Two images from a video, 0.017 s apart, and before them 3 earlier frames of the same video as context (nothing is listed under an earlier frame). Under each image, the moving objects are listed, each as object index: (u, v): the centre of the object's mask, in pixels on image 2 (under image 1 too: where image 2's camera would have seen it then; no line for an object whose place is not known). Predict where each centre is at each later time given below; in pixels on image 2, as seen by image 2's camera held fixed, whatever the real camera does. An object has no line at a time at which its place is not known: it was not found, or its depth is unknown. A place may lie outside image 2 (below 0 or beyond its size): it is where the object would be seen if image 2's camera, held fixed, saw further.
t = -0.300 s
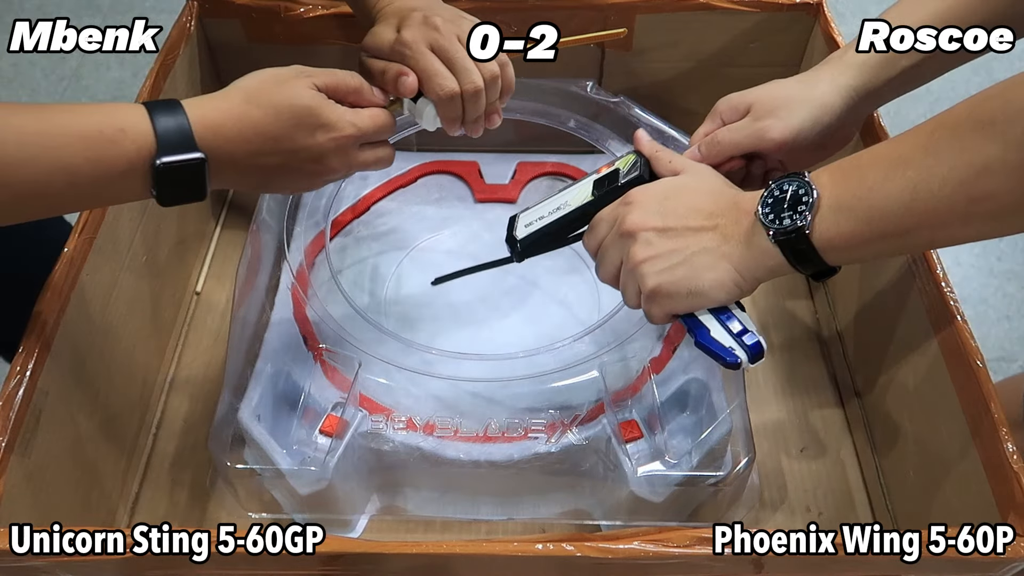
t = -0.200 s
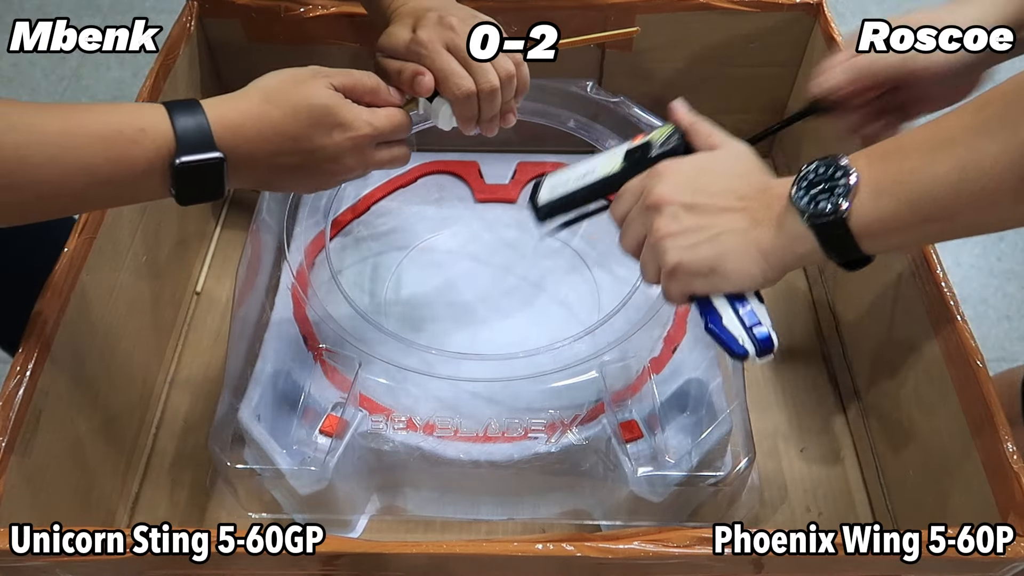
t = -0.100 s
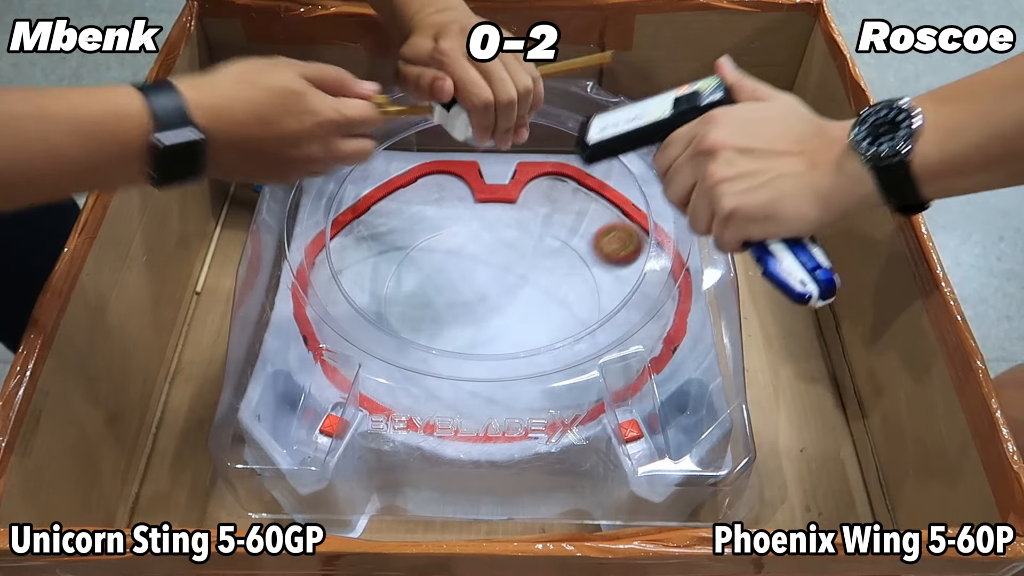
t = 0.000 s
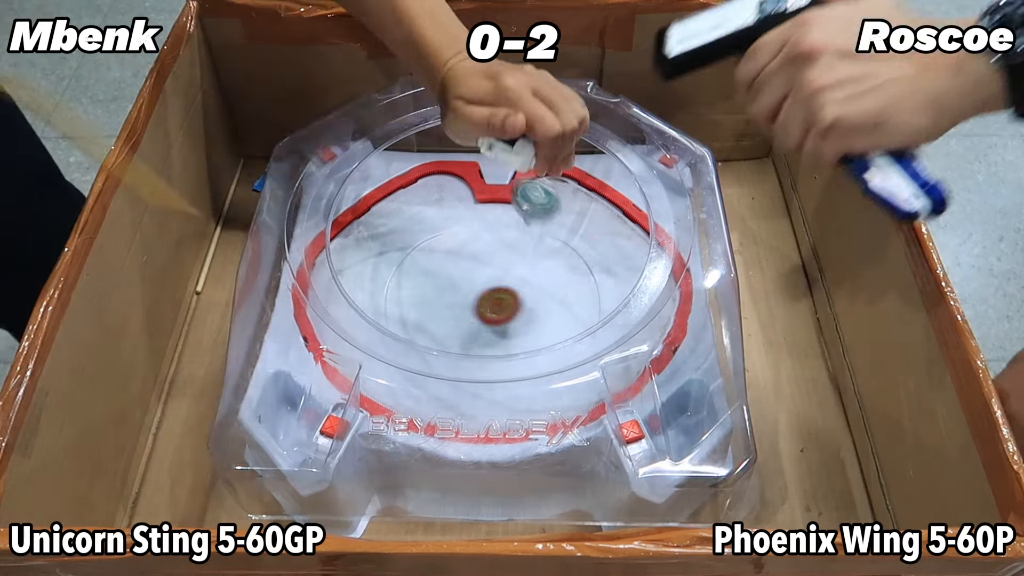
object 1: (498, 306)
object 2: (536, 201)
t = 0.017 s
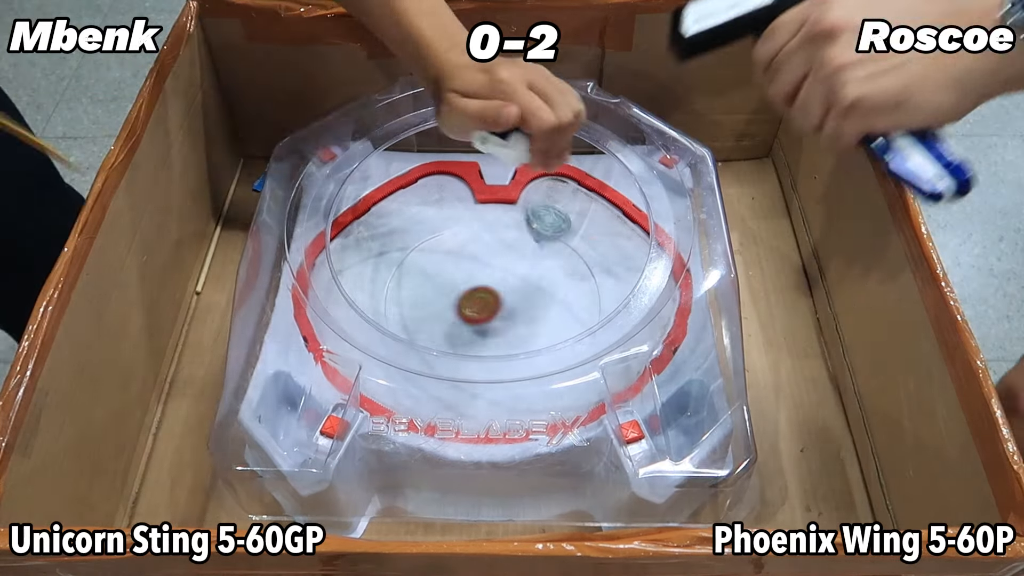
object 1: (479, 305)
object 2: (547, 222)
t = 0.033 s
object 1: (460, 304)
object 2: (559, 244)
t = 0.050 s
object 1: (442, 302)
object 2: (569, 269)
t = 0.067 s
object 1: (425, 299)
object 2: (572, 257)
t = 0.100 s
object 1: (393, 287)
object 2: (579, 241)
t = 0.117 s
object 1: (377, 284)
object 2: (582, 235)
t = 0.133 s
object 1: (363, 283)
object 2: (585, 233)
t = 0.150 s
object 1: (346, 284)
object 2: (588, 232)
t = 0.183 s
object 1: (318, 279)
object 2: (592, 235)
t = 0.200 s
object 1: (304, 281)
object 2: (595, 240)
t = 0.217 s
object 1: (316, 287)
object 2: (597, 247)
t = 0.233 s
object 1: (331, 300)
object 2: (598, 256)
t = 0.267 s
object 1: (366, 335)
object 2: (602, 281)
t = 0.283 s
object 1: (385, 357)
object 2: (600, 280)
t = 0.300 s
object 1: (406, 381)
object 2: (595, 272)
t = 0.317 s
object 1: (429, 409)
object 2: (592, 269)
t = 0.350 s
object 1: (475, 425)
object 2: (583, 267)
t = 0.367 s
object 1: (501, 427)
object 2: (578, 270)
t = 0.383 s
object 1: (527, 414)
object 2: (574, 274)
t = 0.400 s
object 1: (556, 407)
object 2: (570, 279)
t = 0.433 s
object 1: (599, 379)
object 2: (558, 287)
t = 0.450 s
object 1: (614, 359)
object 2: (550, 284)
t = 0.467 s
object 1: (625, 340)
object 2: (543, 283)
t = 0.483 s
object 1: (640, 326)
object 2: (536, 286)
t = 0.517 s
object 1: (668, 306)
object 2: (520, 290)
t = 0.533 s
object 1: (677, 289)
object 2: (512, 288)
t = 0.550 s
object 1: (681, 271)
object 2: (505, 286)
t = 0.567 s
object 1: (683, 252)
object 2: (496, 287)
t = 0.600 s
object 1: (676, 212)
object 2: (481, 285)
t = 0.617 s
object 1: (674, 196)
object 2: (473, 284)
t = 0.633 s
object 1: (672, 181)
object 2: (466, 285)
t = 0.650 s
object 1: (660, 164)
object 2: (460, 283)
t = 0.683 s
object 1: (638, 140)
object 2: (448, 279)
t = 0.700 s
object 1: (627, 132)
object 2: (443, 276)
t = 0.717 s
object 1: (614, 127)
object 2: (439, 273)
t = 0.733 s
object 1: (600, 137)
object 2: (436, 271)
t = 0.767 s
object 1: (571, 153)
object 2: (431, 264)
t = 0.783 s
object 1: (558, 164)
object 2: (429, 259)
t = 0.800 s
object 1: (544, 174)
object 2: (428, 256)
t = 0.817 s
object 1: (530, 176)
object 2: (427, 254)
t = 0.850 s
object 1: (500, 185)
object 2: (424, 248)
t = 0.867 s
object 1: (485, 192)
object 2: (423, 244)
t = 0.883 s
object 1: (470, 202)
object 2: (422, 243)
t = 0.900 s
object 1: (455, 213)
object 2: (421, 242)
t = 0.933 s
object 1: (486, 190)
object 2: (366, 264)
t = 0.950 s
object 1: (503, 181)
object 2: (338, 275)
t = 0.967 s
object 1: (520, 172)
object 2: (306, 291)
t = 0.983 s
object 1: (537, 168)
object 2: (273, 310)
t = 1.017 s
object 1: (570, 161)
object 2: (269, 372)
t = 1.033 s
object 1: (574, 170)
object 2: (278, 407)
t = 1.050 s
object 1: (574, 184)
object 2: (278, 434)
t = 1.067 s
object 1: (572, 197)
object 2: (281, 425)
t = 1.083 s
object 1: (570, 205)
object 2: (284, 417)
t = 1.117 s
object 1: (565, 227)
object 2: (292, 397)
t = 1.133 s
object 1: (562, 239)
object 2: (289, 389)
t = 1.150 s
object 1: (559, 252)
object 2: (287, 380)
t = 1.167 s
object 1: (555, 265)
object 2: (285, 371)
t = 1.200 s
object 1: (544, 288)
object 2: (282, 357)
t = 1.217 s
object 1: (538, 299)
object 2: (281, 347)
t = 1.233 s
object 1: (531, 309)
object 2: (279, 334)
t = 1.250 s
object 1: (524, 318)
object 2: (279, 328)
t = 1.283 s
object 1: (511, 334)
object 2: (281, 319)
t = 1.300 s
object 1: (504, 340)
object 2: (285, 307)
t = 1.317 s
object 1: (499, 343)
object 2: (289, 295)
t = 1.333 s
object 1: (494, 351)
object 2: (296, 287)
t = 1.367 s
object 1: (486, 360)
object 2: (306, 272)
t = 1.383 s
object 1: (483, 364)
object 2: (317, 266)
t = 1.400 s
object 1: (482, 365)
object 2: (324, 262)
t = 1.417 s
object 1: (481, 367)
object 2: (333, 251)
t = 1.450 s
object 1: (481, 369)
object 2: (350, 236)
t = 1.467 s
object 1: (483, 369)
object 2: (359, 227)
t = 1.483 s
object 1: (486, 368)
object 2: (369, 213)
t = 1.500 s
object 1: (489, 368)
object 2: (378, 203)
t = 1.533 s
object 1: (499, 365)
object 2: (394, 185)
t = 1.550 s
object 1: (505, 362)
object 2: (405, 183)
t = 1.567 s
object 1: (512, 358)
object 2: (417, 181)
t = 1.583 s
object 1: (519, 354)
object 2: (428, 179)
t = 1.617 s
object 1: (534, 339)
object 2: (450, 169)
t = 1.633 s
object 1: (543, 334)
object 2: (458, 168)
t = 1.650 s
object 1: (551, 328)
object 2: (447, 169)
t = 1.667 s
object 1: (558, 319)
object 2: (435, 174)
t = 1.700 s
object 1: (570, 299)
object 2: (408, 191)
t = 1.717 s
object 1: (574, 288)
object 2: (396, 202)
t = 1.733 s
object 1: (576, 275)
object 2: (383, 215)
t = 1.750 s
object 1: (578, 263)
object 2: (371, 228)
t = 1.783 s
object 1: (576, 239)
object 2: (347, 248)
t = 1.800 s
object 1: (569, 227)
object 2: (339, 247)
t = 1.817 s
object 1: (563, 219)
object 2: (327, 258)
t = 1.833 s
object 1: (556, 211)
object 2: (317, 275)
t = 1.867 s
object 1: (540, 195)
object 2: (317, 301)
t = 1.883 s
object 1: (530, 188)
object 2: (324, 319)
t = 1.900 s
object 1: (525, 183)
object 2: (332, 337)
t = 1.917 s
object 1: (538, 190)
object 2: (340, 348)
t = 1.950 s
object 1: (563, 213)
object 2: (363, 380)
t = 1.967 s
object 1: (576, 227)
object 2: (377, 391)
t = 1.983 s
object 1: (588, 244)
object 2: (399, 401)
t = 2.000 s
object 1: (602, 263)
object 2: (421, 412)
